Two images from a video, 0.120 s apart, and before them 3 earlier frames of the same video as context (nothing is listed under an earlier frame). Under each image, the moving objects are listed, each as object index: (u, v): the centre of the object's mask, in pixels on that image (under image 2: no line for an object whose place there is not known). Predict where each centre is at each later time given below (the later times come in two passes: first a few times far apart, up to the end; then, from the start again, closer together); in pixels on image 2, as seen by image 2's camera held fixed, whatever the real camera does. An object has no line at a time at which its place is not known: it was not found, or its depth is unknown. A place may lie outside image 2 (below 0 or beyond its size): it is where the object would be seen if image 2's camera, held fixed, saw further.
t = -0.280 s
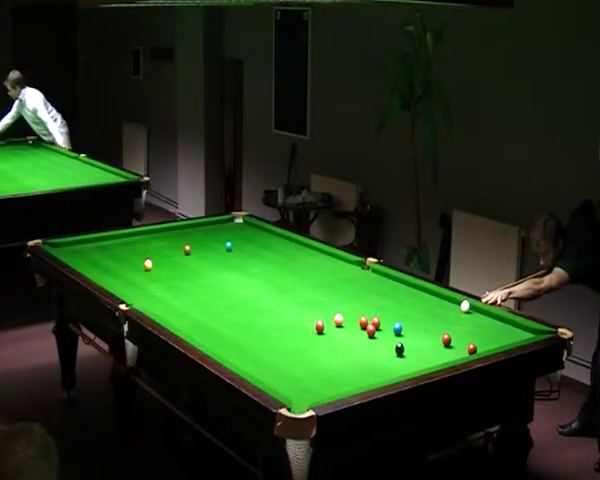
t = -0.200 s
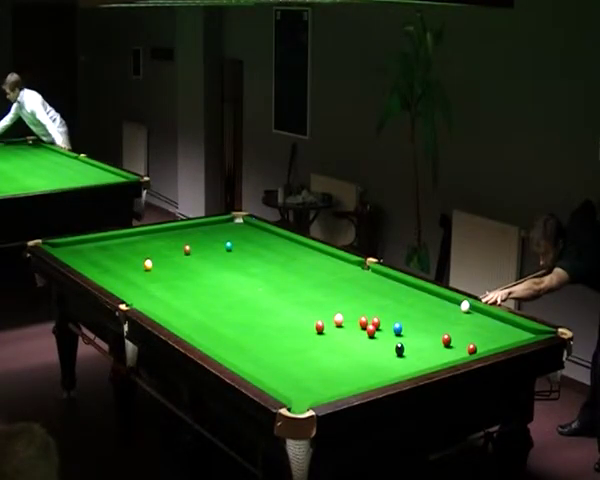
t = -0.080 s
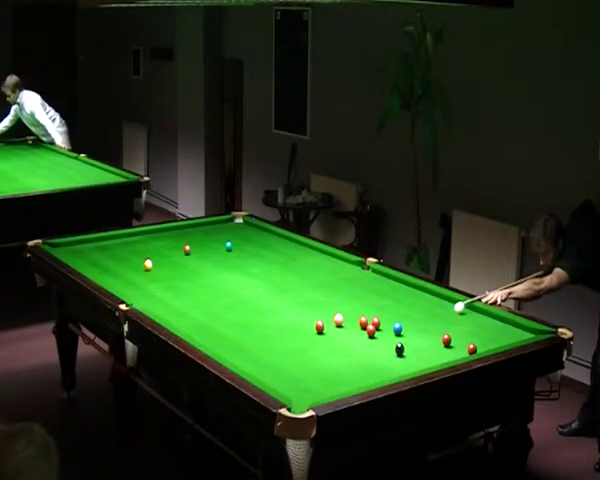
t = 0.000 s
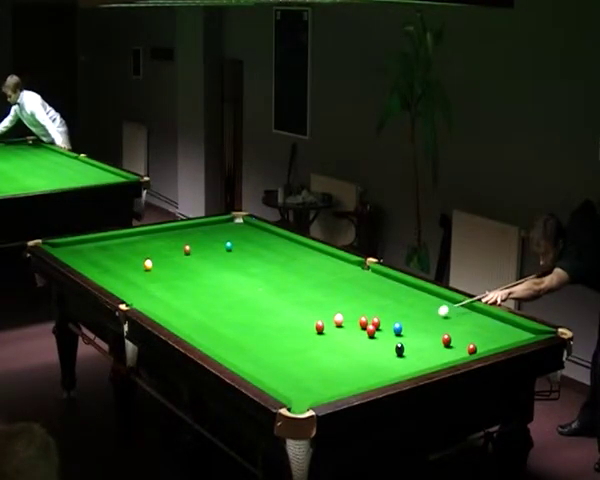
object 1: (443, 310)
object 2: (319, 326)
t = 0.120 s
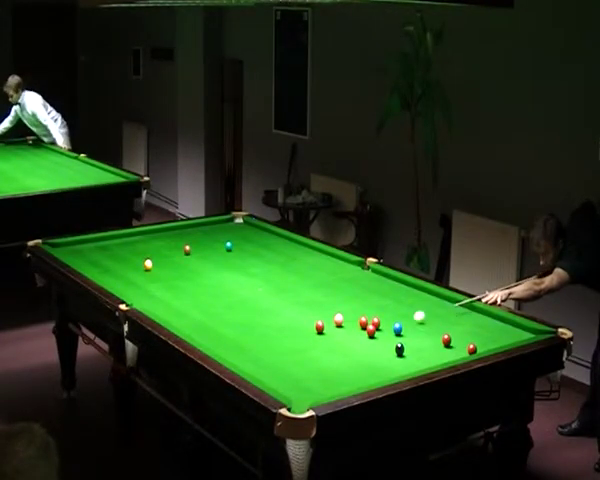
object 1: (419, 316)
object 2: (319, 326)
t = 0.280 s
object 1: (386, 324)
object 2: (319, 326)
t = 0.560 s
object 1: (350, 326)
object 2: (319, 326)
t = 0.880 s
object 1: (324, 328)
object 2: (310, 326)
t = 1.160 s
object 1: (315, 331)
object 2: (294, 325)
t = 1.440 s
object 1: (307, 333)
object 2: (279, 322)
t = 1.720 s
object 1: (300, 335)
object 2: (266, 321)
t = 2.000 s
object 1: (294, 337)
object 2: (253, 320)
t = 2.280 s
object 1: (289, 338)
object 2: (242, 319)
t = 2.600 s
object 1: (285, 340)
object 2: (231, 317)
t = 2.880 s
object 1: (282, 340)
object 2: (223, 316)
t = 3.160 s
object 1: (280, 341)
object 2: (215, 316)
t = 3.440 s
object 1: (280, 341)
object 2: (209, 315)
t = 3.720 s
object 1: (280, 341)
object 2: (204, 315)
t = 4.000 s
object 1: (280, 341)
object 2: (200, 314)
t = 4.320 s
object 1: (280, 341)
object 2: (197, 313)
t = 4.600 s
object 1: (280, 341)
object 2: (195, 313)
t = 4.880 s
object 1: (280, 341)
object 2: (195, 313)
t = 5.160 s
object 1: (280, 341)
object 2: (195, 313)
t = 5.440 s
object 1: (280, 341)
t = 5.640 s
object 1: (280, 341)
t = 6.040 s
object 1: (281, 341)
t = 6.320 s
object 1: (280, 341)
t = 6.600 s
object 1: (280, 341)
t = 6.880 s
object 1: (280, 341)
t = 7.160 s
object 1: (280, 341)
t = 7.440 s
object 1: (280, 341)
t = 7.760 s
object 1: (280, 341)
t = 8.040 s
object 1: (280, 341)
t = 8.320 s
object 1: (280, 341)
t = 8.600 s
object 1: (280, 341)
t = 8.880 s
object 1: (280, 341)
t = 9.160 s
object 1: (280, 341)
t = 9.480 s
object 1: (280, 341)
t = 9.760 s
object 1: (280, 341)
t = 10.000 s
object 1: (280, 341)
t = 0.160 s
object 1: (410, 318)
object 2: (319, 326)
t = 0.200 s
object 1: (402, 319)
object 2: (319, 326)
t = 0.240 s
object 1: (393, 320)
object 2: (319, 326)
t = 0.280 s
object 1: (386, 324)
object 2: (319, 326)
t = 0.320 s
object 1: (378, 326)
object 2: (319, 326)
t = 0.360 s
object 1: (372, 325)
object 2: (319, 326)
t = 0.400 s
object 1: (368, 325)
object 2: (319, 326)
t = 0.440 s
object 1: (364, 325)
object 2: (319, 326)
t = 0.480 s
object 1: (359, 326)
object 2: (319, 326)
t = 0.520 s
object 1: (354, 327)
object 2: (319, 326)
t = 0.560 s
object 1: (350, 326)
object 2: (319, 326)
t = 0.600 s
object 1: (345, 326)
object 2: (319, 326)
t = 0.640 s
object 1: (341, 327)
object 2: (319, 326)
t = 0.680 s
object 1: (336, 327)
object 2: (319, 326)
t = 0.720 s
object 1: (331, 327)
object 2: (319, 326)
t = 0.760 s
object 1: (328, 327)
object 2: (318, 326)
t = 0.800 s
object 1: (327, 328)
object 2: (315, 326)
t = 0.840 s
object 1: (326, 328)
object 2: (312, 326)
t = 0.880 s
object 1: (324, 328)
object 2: (310, 326)
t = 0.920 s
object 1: (323, 328)
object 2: (307, 325)
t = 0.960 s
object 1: (322, 329)
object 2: (305, 325)
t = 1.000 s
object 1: (320, 329)
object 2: (303, 325)
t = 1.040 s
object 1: (319, 330)
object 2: (300, 325)
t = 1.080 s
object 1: (318, 330)
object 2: (298, 325)
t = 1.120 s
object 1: (317, 331)
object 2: (296, 325)
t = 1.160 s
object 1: (315, 331)
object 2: (294, 325)
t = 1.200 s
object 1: (314, 331)
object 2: (291, 324)
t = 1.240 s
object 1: (313, 332)
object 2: (289, 324)
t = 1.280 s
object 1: (312, 332)
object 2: (287, 324)
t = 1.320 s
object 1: (311, 333)
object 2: (285, 323)
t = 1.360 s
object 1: (310, 333)
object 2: (283, 323)
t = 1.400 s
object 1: (309, 333)
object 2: (281, 323)
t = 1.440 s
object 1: (307, 333)
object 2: (279, 322)
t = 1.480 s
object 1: (306, 334)
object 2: (277, 322)
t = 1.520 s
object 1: (305, 334)
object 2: (275, 322)
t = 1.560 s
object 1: (304, 334)
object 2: (273, 322)
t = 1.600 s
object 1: (303, 334)
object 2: (271, 322)
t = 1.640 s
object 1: (302, 335)
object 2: (269, 322)
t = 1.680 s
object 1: (302, 335)
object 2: (267, 322)
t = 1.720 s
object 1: (300, 335)
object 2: (266, 321)
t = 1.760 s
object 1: (299, 335)
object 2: (263, 321)
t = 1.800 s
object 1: (299, 336)
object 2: (262, 321)
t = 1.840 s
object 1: (298, 336)
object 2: (260, 321)
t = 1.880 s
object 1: (297, 337)
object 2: (258, 321)
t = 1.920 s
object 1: (296, 336)
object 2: (256, 320)
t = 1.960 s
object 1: (295, 337)
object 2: (255, 320)
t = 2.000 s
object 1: (294, 337)
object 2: (253, 320)
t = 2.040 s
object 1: (293, 337)
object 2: (251, 320)
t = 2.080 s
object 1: (293, 337)
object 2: (250, 320)
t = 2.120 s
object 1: (292, 338)
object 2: (248, 320)
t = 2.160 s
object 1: (291, 338)
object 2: (247, 319)
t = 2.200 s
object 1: (290, 338)
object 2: (245, 319)
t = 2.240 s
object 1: (290, 338)
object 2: (244, 319)
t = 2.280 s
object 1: (289, 338)
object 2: (242, 319)
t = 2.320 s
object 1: (288, 338)
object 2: (241, 318)
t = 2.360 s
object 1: (288, 339)
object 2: (239, 318)
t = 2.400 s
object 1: (287, 339)
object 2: (238, 318)
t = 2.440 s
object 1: (286, 339)
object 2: (236, 318)
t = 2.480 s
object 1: (286, 339)
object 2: (235, 318)
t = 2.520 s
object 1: (285, 339)
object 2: (234, 318)
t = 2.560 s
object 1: (285, 339)
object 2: (232, 317)
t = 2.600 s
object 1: (285, 340)
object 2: (231, 317)
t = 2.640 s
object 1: (284, 340)
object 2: (230, 317)
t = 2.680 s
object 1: (284, 340)
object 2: (228, 317)
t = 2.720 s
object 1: (283, 340)
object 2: (227, 317)
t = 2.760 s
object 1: (283, 340)
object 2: (226, 317)
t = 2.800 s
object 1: (282, 340)
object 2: (225, 317)
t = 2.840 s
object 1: (282, 340)
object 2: (224, 317)
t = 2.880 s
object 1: (282, 340)
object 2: (223, 316)
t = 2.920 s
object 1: (281, 340)
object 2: (221, 316)
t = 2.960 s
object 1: (281, 340)
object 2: (220, 316)
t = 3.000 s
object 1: (281, 340)
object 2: (219, 316)
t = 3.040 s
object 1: (281, 340)
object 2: (218, 316)
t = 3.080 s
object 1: (281, 340)
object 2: (217, 316)
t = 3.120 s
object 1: (280, 340)
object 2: (216, 316)
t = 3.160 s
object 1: (280, 341)
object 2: (215, 316)
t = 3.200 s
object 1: (280, 341)
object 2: (215, 316)
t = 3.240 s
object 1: (280, 341)
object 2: (214, 316)
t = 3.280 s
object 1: (280, 341)
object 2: (213, 315)
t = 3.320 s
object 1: (280, 341)
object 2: (212, 315)
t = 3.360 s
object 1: (280, 341)
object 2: (211, 315)
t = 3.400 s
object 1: (280, 341)
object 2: (210, 315)
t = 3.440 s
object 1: (280, 341)
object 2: (209, 315)
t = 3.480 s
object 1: (280, 341)
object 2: (209, 315)
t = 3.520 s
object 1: (280, 341)
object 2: (208, 315)
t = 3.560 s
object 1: (280, 341)
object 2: (207, 315)
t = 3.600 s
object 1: (280, 341)
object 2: (206, 315)
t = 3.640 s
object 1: (280, 341)
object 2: (206, 315)
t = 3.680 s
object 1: (280, 341)
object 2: (205, 315)
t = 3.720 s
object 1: (280, 341)
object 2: (204, 315)
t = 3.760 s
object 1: (280, 341)
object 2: (204, 315)
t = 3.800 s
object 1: (280, 341)
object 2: (203, 314)
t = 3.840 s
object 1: (280, 341)
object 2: (203, 314)
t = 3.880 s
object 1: (280, 341)
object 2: (202, 314)
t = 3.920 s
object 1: (280, 341)
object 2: (201, 314)
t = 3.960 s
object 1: (280, 341)
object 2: (201, 314)
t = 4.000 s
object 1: (280, 341)
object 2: (200, 314)
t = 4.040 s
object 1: (280, 341)
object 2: (200, 314)
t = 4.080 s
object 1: (280, 341)
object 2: (200, 314)
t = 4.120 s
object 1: (280, 341)
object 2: (199, 314)
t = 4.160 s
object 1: (280, 341)
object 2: (199, 314)
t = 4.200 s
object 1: (280, 341)
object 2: (198, 314)
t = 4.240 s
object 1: (280, 341)
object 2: (198, 314)
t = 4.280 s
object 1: (280, 341)
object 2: (197, 314)
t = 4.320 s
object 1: (280, 341)
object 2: (197, 313)
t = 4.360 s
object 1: (280, 341)
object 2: (197, 314)
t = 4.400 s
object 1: (280, 341)
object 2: (197, 313)
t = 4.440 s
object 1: (280, 341)
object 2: (196, 313)
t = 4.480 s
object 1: (280, 341)
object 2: (196, 313)
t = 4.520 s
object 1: (280, 341)
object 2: (196, 314)
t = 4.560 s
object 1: (280, 341)
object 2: (196, 313)
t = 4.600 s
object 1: (280, 341)
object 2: (195, 313)
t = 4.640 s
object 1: (280, 341)
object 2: (195, 314)
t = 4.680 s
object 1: (280, 341)
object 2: (195, 313)
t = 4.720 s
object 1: (280, 341)
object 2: (195, 313)
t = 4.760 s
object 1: (280, 341)
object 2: (195, 313)
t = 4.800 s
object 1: (280, 341)
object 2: (195, 313)
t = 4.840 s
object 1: (280, 341)
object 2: (195, 313)
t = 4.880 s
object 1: (280, 341)
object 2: (195, 313)
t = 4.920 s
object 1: (280, 341)
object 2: (195, 313)
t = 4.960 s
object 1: (280, 341)
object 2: (195, 313)
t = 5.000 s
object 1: (280, 341)
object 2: (195, 313)
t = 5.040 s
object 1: (280, 341)
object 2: (195, 313)
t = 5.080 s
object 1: (280, 341)
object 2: (195, 313)
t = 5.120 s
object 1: (280, 341)
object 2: (195, 313)
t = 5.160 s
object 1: (280, 341)
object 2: (195, 313)
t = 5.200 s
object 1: (280, 341)
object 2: (195, 313)
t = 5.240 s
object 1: (280, 341)
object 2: (195, 313)
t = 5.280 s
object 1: (280, 341)
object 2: (195, 313)
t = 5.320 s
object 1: (280, 341)
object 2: (195, 313)
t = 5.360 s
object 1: (280, 341)
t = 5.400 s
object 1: (280, 341)
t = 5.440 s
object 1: (280, 341)
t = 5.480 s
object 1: (280, 341)
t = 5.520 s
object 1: (280, 342)
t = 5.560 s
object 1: (281, 341)
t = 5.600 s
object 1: (281, 341)
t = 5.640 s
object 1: (280, 341)
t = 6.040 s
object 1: (281, 341)
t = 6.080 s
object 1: (280, 341)
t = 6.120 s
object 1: (280, 341)
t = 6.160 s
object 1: (280, 341)
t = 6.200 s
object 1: (280, 341)
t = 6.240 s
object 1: (280, 341)
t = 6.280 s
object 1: (280, 341)
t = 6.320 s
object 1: (280, 341)
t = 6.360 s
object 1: (280, 341)
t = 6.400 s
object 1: (280, 341)
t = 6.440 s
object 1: (280, 341)
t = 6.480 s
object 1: (280, 341)
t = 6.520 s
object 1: (280, 341)
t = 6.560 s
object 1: (280, 341)
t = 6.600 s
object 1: (280, 341)
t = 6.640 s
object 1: (280, 341)
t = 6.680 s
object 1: (280, 341)
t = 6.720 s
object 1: (280, 341)
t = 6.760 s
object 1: (280, 341)
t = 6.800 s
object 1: (280, 341)
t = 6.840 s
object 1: (280, 341)
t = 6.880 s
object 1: (280, 341)
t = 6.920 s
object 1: (280, 341)
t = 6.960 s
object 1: (280, 341)
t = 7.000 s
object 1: (280, 341)
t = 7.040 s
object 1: (280, 341)
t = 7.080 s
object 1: (280, 341)
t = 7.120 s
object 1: (280, 341)
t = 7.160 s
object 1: (280, 341)
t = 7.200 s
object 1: (280, 341)
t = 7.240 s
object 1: (280, 341)
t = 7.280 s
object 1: (280, 341)
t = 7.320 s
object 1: (280, 341)
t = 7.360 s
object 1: (280, 341)
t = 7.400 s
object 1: (280, 341)
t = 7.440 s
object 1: (280, 341)
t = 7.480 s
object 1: (280, 341)
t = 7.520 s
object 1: (280, 341)
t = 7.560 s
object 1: (280, 341)
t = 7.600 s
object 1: (280, 341)
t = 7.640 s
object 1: (280, 341)
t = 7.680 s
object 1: (280, 341)
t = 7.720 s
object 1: (280, 341)
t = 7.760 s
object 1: (280, 341)
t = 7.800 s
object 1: (280, 341)
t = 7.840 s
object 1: (280, 341)
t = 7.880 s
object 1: (280, 341)
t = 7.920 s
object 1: (280, 341)
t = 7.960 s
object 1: (280, 341)
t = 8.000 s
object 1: (280, 341)
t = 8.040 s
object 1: (280, 341)
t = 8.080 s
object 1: (280, 341)
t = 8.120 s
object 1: (280, 341)
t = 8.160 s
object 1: (280, 341)
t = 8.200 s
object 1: (280, 341)
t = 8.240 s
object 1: (280, 341)
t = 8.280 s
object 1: (280, 341)
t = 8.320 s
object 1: (280, 341)
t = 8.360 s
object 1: (280, 341)
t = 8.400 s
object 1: (280, 341)
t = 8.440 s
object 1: (280, 341)
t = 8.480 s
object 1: (280, 341)
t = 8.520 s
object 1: (280, 341)
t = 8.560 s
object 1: (280, 341)
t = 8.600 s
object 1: (280, 341)
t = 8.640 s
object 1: (280, 341)
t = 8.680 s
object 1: (280, 341)
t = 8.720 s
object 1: (280, 341)
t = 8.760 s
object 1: (280, 341)
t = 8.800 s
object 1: (280, 341)
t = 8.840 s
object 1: (280, 341)
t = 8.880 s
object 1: (280, 341)
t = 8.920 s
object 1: (280, 341)
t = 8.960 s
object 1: (280, 341)
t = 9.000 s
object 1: (280, 341)
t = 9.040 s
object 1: (280, 341)
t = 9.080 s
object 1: (280, 341)
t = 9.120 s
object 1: (280, 341)
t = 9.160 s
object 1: (280, 341)
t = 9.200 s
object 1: (280, 341)
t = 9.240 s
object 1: (280, 341)
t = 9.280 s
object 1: (280, 341)
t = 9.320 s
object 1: (280, 341)
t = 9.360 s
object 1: (280, 341)
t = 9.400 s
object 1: (280, 341)
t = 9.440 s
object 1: (280, 341)
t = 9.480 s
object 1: (280, 341)
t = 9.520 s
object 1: (280, 341)
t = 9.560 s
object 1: (280, 341)
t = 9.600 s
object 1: (280, 341)
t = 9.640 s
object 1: (280, 341)
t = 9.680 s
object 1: (280, 341)
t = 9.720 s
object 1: (280, 341)
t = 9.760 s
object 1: (280, 341)
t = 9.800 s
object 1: (280, 341)
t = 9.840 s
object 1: (280, 341)
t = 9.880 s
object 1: (280, 341)
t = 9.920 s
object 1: (280, 341)
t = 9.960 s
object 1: (280, 341)
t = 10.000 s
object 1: (280, 341)
